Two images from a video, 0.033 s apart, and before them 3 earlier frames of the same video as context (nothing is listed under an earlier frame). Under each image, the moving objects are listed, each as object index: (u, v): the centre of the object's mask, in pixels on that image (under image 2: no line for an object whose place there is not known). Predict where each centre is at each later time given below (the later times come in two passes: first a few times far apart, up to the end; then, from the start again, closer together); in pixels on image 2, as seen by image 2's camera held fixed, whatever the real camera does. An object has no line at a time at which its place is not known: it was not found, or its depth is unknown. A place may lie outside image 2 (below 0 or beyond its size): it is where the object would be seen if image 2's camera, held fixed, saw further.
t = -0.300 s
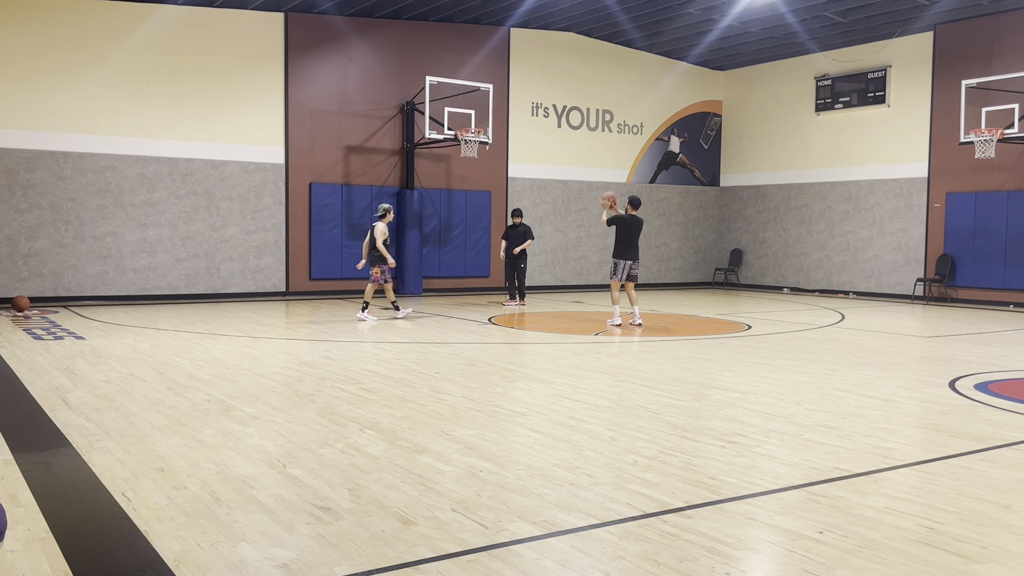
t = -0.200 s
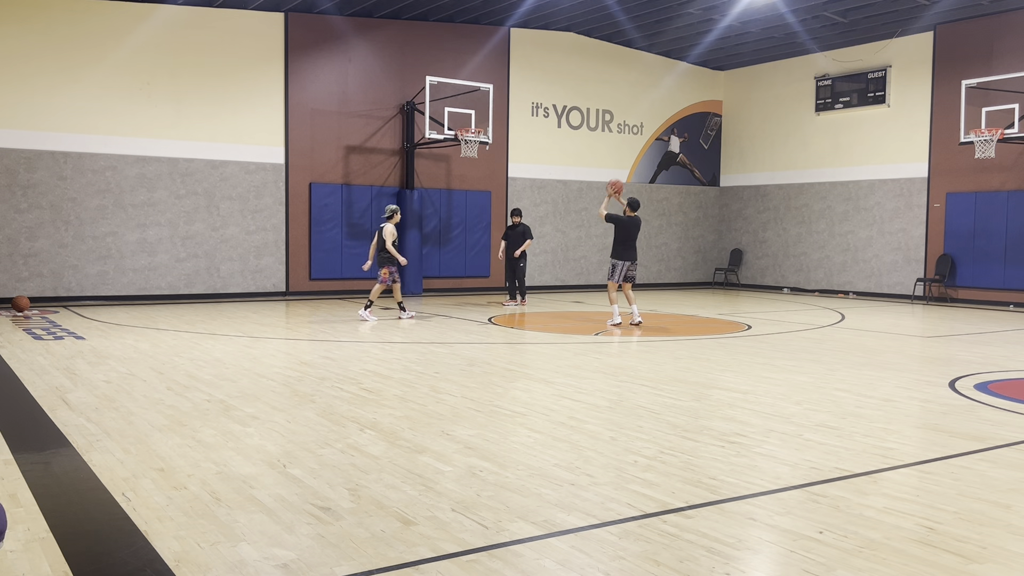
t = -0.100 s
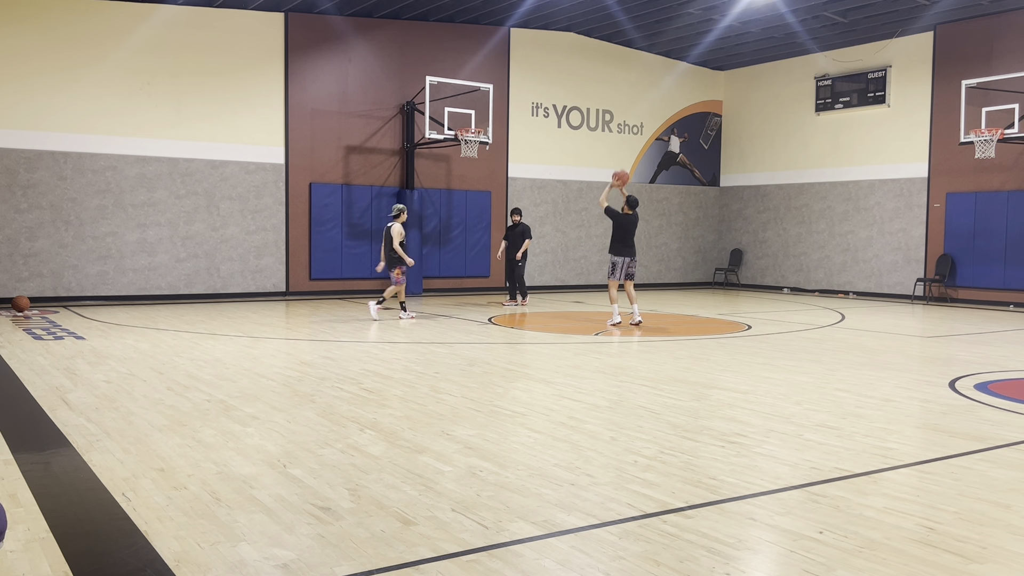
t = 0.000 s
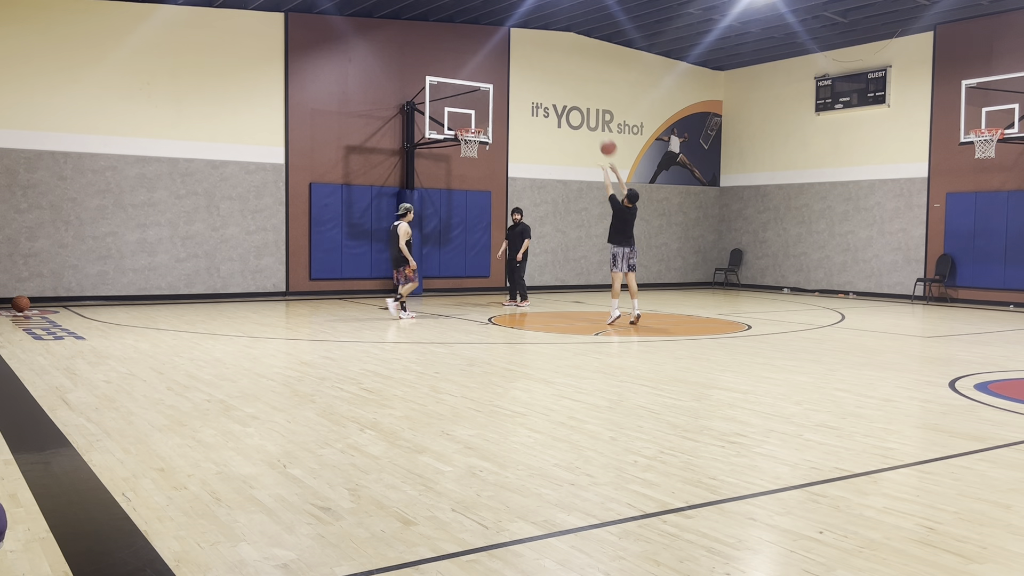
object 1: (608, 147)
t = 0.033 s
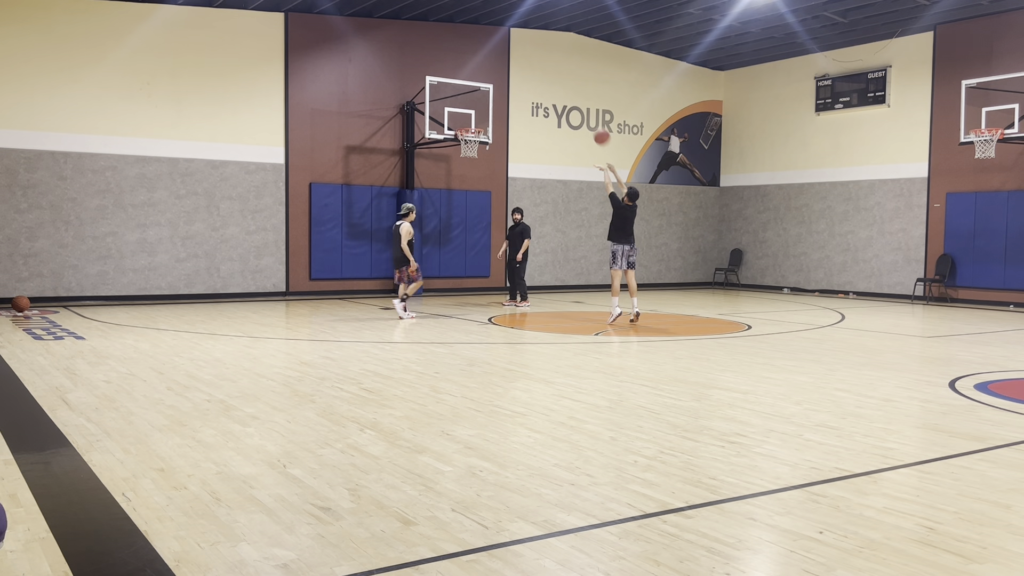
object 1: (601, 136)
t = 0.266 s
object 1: (559, 86)
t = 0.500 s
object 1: (522, 75)
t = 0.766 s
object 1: (484, 102)
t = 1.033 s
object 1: (467, 160)
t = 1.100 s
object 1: (469, 177)
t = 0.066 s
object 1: (595, 126)
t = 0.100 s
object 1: (589, 118)
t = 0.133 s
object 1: (583, 109)
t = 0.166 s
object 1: (576, 102)
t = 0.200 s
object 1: (570, 95)
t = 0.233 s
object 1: (565, 90)
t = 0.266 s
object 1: (559, 86)
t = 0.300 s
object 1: (553, 82)
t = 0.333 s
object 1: (548, 79)
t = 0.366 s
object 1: (543, 77)
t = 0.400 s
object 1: (537, 75)
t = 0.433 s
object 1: (532, 74)
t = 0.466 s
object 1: (527, 74)
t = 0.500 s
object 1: (522, 75)
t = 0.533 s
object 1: (517, 76)
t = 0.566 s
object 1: (512, 78)
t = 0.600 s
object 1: (507, 80)
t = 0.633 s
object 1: (503, 83)
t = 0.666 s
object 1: (499, 87)
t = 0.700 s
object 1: (494, 91)
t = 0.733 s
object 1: (490, 96)
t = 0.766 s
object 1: (484, 102)
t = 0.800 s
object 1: (481, 107)
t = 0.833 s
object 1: (477, 114)
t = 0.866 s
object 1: (472, 121)
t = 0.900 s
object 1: (468, 125)
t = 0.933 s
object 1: (466, 137)
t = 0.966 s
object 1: (465, 144)
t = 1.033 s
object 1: (467, 160)
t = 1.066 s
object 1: (468, 168)
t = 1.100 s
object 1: (469, 177)
